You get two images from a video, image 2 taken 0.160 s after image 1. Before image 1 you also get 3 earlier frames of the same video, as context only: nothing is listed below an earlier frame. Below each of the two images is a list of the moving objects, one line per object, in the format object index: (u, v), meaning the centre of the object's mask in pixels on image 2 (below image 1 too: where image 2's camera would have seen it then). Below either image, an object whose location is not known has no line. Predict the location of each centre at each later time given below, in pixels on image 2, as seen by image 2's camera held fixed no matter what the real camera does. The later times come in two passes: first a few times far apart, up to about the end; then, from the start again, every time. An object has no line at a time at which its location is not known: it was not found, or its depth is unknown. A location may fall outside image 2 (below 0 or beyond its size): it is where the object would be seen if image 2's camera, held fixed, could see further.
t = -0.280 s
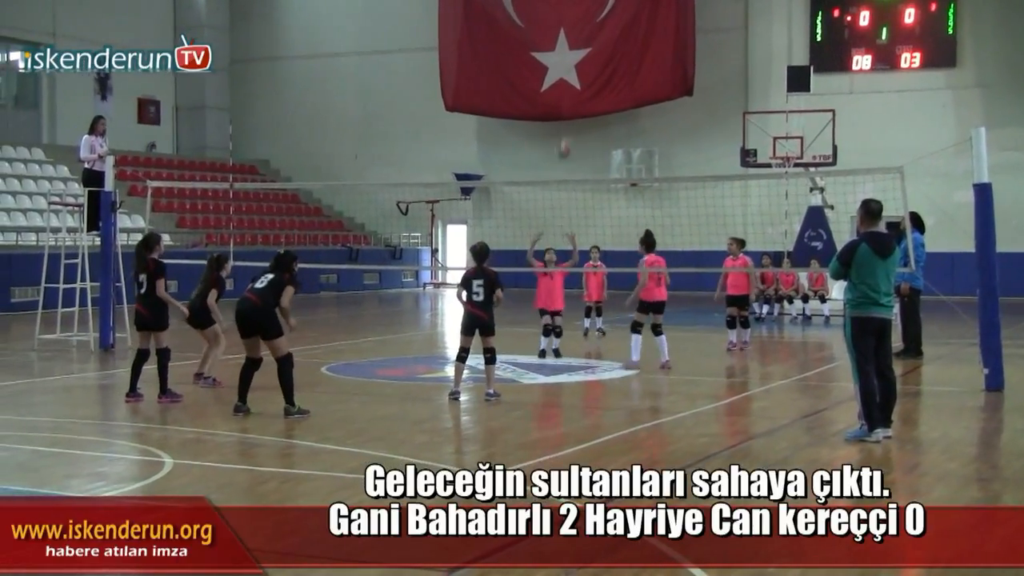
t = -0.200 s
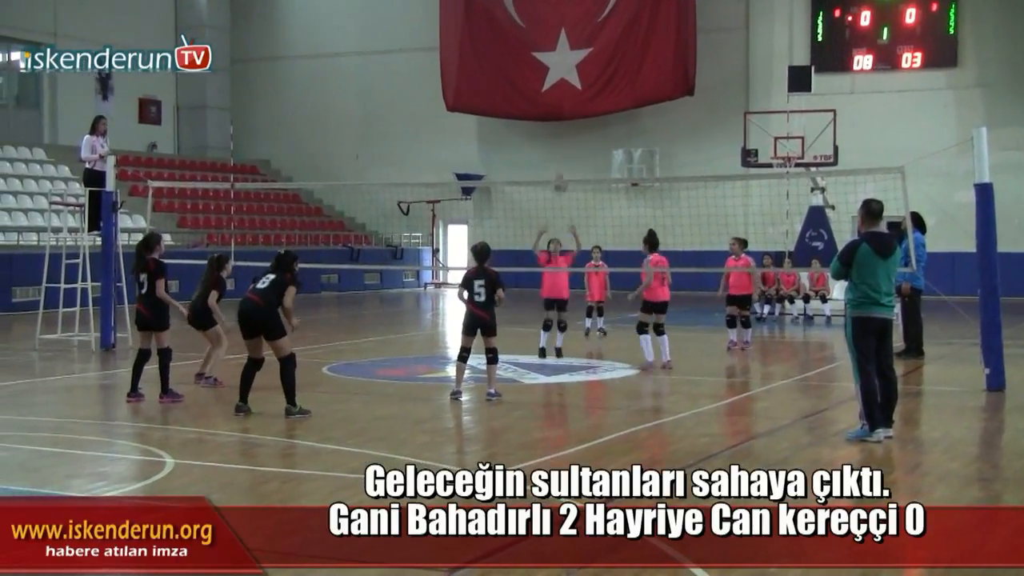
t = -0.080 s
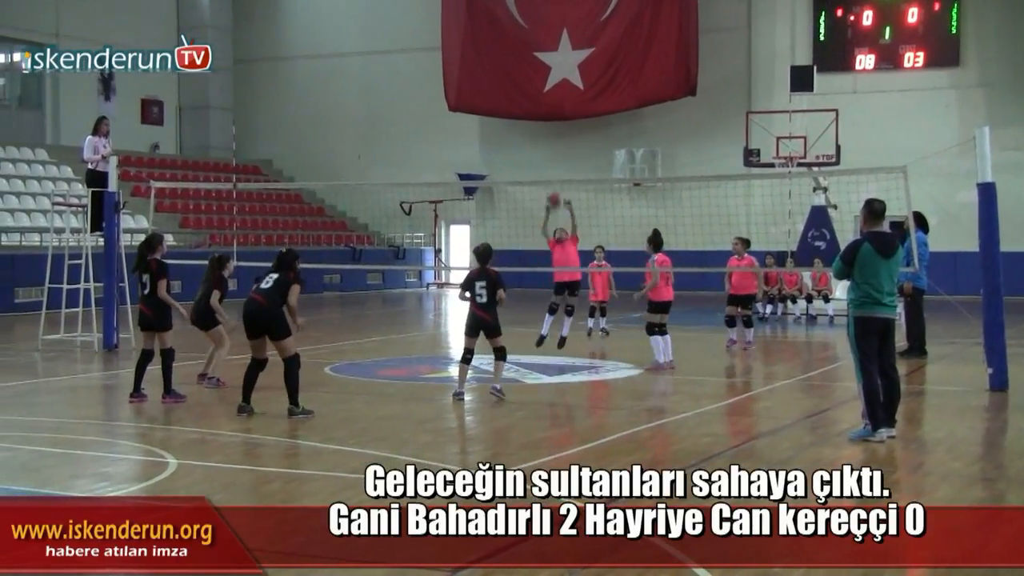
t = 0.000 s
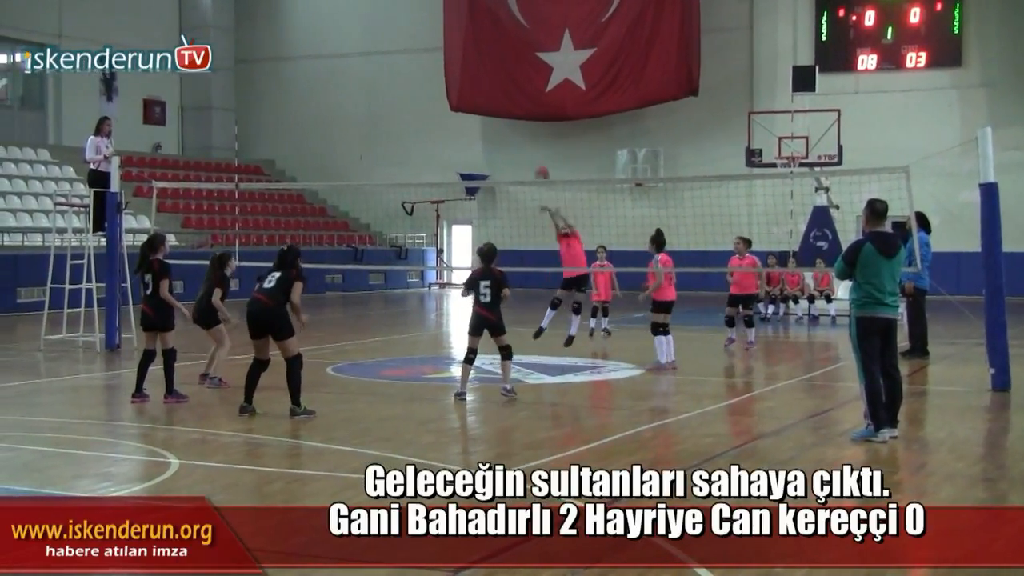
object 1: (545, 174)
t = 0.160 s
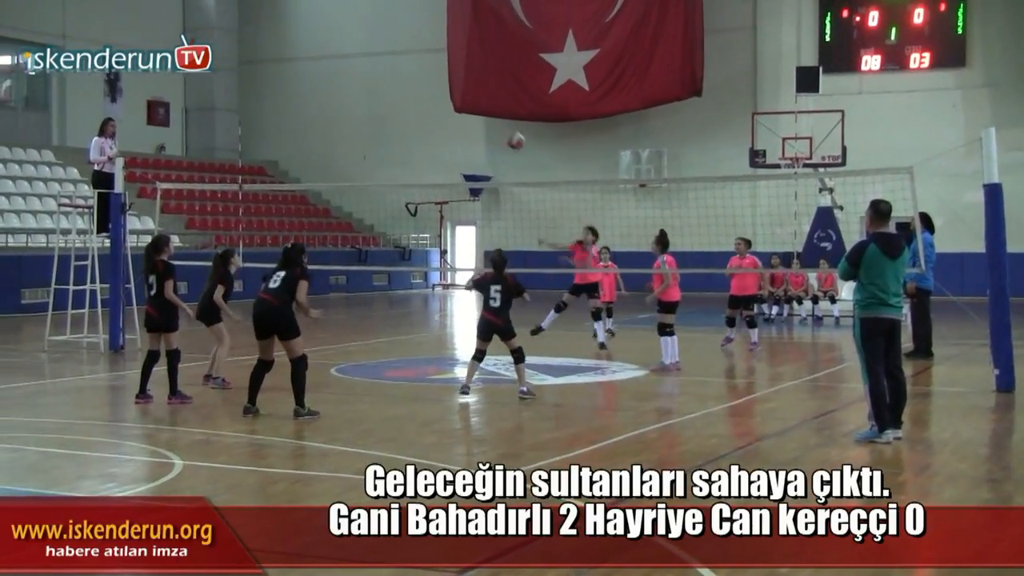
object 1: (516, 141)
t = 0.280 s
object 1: (490, 125)
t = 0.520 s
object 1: (436, 137)
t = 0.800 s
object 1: (375, 225)
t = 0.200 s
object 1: (508, 134)
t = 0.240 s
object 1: (499, 129)
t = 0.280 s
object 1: (490, 125)
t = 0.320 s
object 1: (481, 123)
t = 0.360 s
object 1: (472, 123)
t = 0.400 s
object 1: (464, 124)
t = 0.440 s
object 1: (455, 127)
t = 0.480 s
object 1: (446, 130)
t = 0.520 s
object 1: (436, 137)
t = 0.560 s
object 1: (428, 144)
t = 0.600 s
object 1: (418, 153)
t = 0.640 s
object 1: (410, 164)
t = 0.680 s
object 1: (401, 176)
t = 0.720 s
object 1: (393, 190)
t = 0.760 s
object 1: (385, 206)
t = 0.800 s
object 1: (375, 225)
